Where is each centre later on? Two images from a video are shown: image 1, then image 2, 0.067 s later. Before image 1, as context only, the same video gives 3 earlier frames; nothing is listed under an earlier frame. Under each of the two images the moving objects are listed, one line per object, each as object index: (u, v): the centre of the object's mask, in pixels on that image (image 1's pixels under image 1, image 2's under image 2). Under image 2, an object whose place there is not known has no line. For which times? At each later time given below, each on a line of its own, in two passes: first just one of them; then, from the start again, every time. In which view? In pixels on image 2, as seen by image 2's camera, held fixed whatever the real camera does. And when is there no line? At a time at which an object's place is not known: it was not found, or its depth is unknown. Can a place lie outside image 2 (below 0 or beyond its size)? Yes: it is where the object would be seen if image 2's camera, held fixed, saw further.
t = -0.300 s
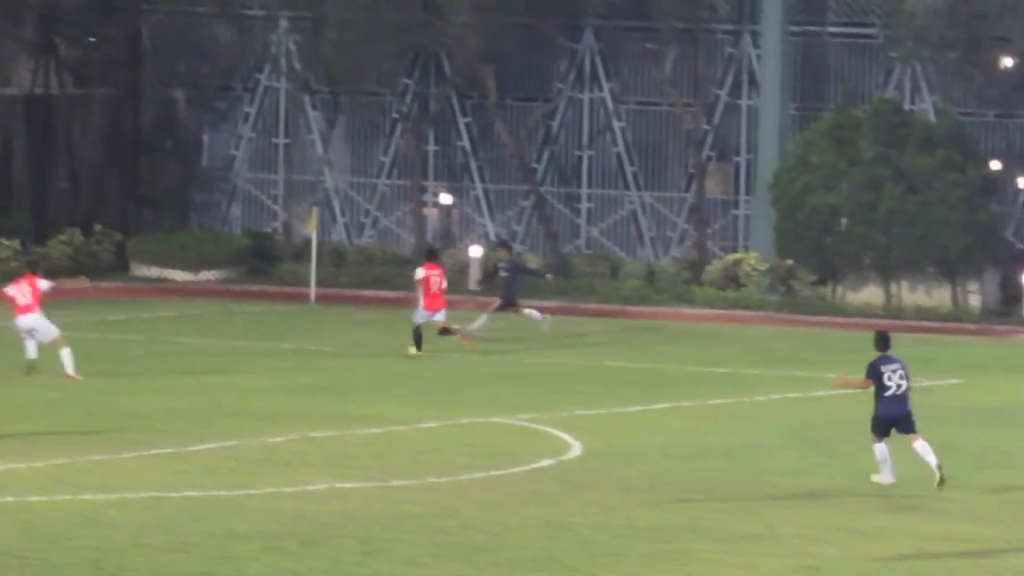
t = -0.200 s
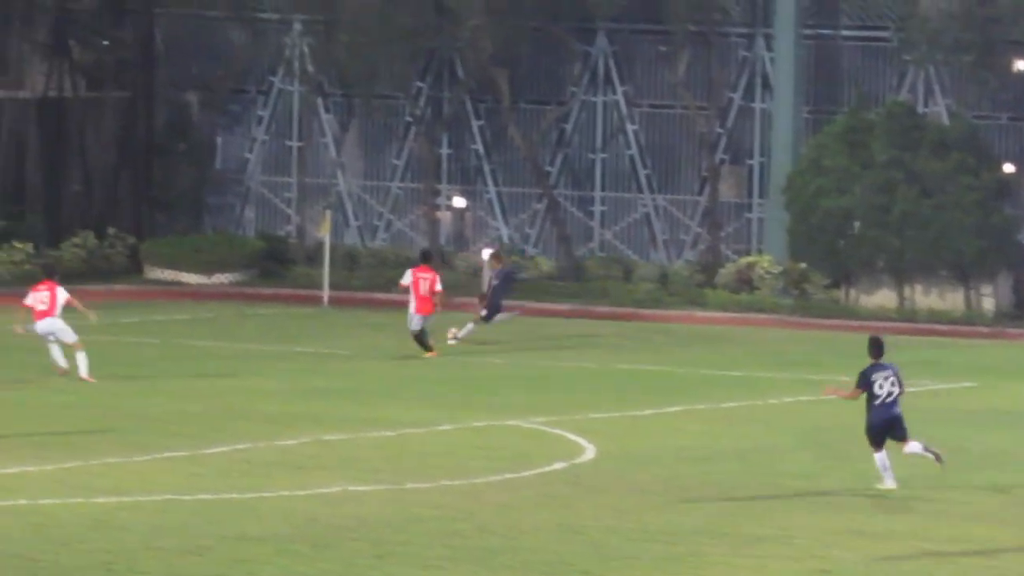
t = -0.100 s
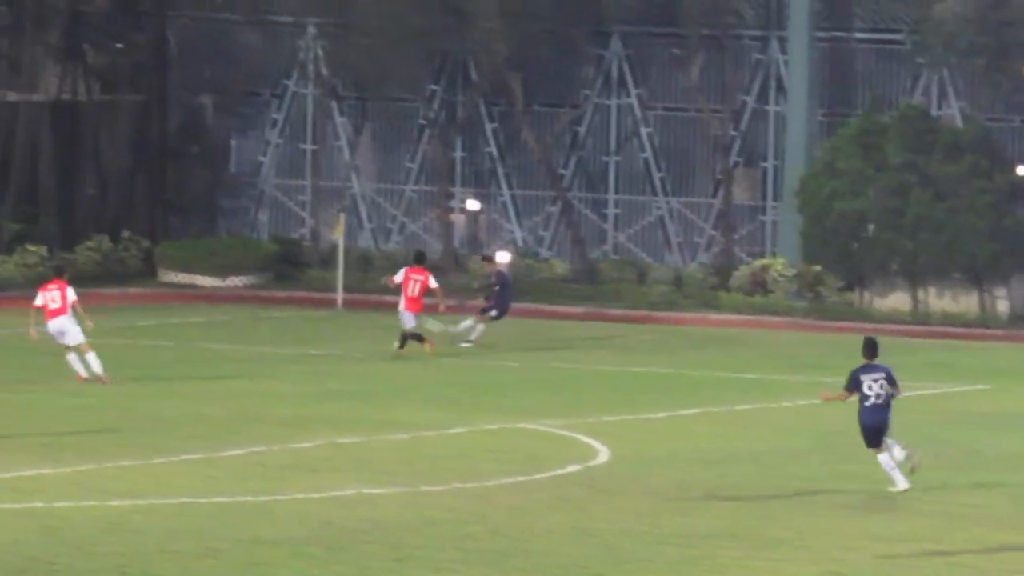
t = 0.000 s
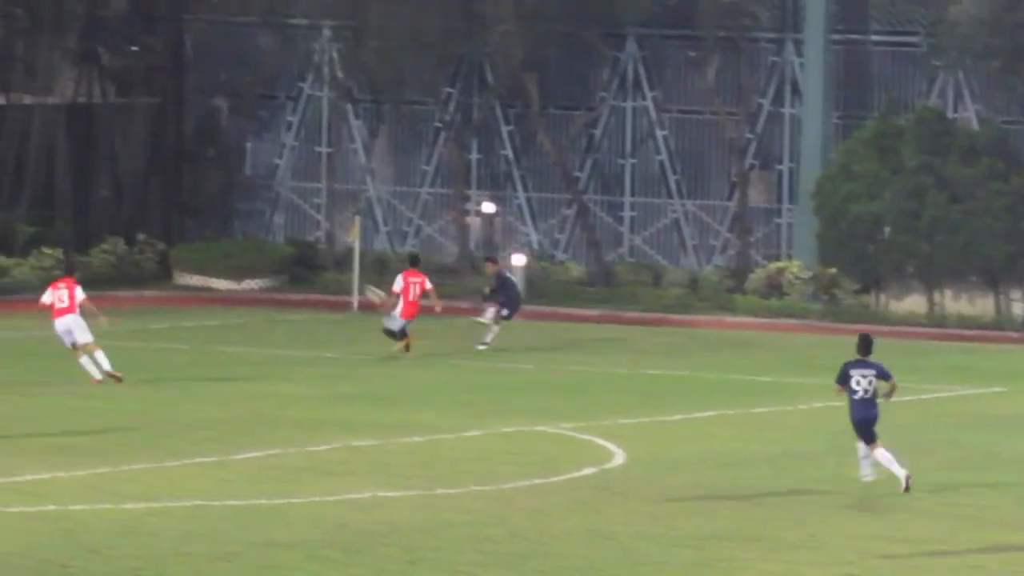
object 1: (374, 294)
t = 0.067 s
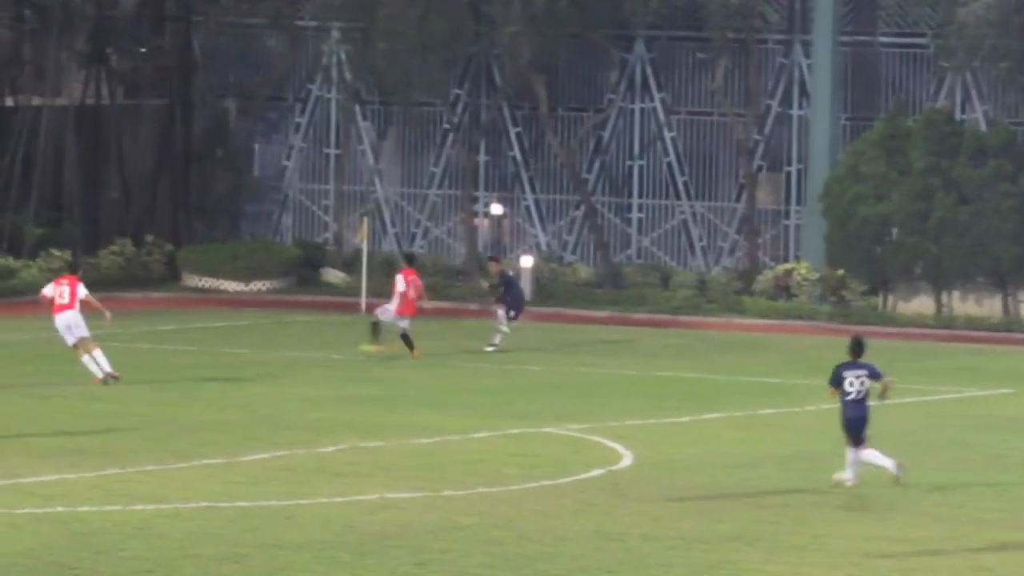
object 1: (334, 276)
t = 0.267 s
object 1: (189, 228)
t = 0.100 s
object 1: (309, 267)
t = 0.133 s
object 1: (283, 258)
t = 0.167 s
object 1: (260, 249)
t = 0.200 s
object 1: (235, 241)
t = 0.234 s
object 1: (211, 234)
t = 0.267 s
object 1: (189, 228)
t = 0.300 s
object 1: (171, 223)
